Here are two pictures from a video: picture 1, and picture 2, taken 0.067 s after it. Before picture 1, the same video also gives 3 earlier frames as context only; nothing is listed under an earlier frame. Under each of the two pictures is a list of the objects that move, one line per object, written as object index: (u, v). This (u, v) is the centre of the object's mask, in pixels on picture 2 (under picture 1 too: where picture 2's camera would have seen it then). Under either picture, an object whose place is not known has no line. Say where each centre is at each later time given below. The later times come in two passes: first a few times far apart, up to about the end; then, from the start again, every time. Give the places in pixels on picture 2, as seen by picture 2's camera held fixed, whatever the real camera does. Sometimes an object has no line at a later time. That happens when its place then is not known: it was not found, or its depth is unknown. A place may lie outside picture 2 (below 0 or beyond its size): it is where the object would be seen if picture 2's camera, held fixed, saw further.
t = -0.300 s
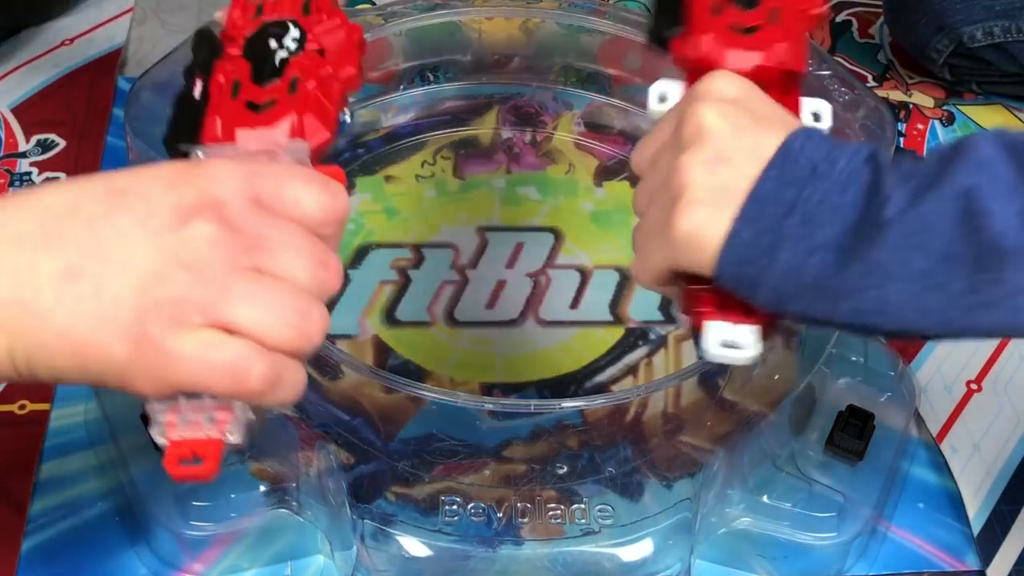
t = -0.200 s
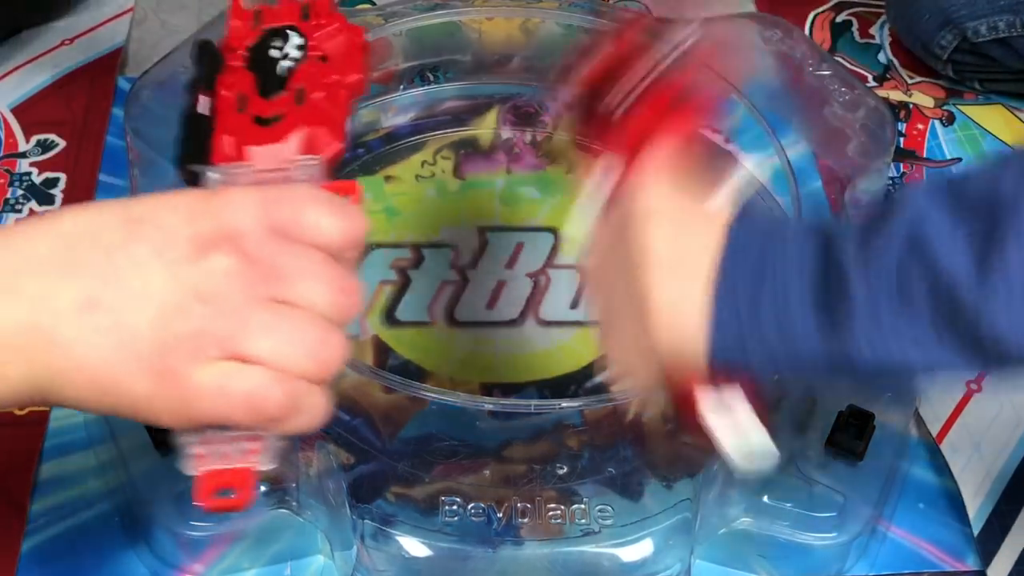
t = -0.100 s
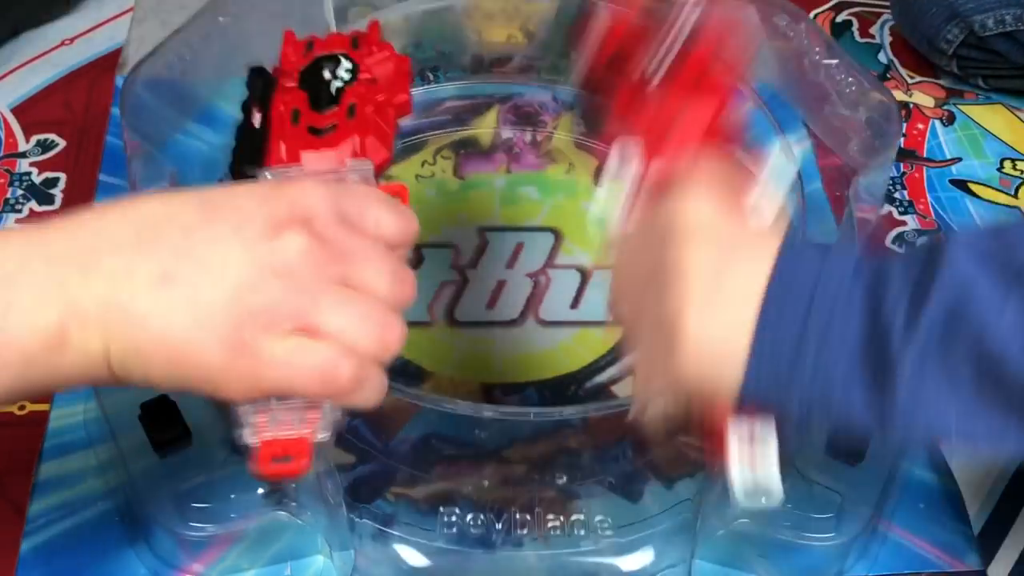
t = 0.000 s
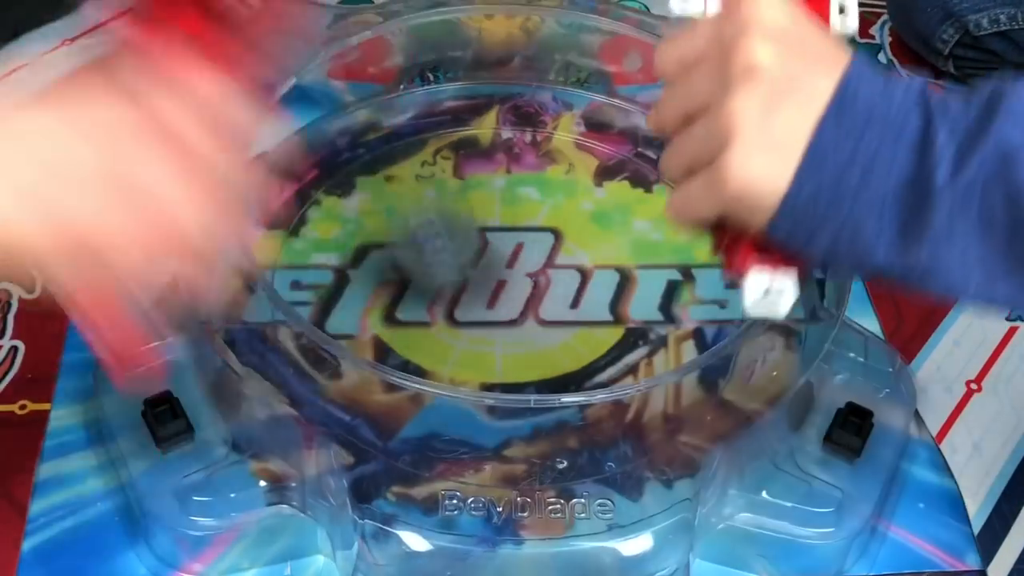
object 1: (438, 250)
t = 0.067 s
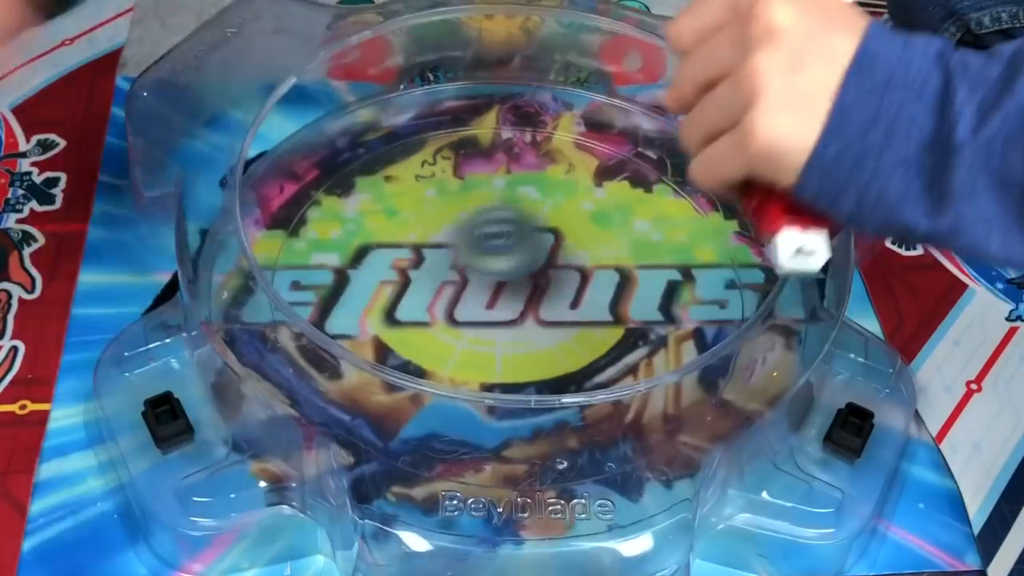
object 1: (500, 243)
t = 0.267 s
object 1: (646, 283)
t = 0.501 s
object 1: (619, 262)
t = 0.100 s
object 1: (530, 248)
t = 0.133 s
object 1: (561, 269)
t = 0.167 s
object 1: (588, 270)
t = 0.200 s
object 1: (613, 276)
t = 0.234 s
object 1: (633, 283)
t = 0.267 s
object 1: (646, 283)
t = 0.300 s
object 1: (657, 282)
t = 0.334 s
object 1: (662, 281)
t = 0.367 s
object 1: (663, 279)
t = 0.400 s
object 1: (659, 276)
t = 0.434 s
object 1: (650, 271)
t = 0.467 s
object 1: (636, 267)
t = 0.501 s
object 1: (619, 262)
